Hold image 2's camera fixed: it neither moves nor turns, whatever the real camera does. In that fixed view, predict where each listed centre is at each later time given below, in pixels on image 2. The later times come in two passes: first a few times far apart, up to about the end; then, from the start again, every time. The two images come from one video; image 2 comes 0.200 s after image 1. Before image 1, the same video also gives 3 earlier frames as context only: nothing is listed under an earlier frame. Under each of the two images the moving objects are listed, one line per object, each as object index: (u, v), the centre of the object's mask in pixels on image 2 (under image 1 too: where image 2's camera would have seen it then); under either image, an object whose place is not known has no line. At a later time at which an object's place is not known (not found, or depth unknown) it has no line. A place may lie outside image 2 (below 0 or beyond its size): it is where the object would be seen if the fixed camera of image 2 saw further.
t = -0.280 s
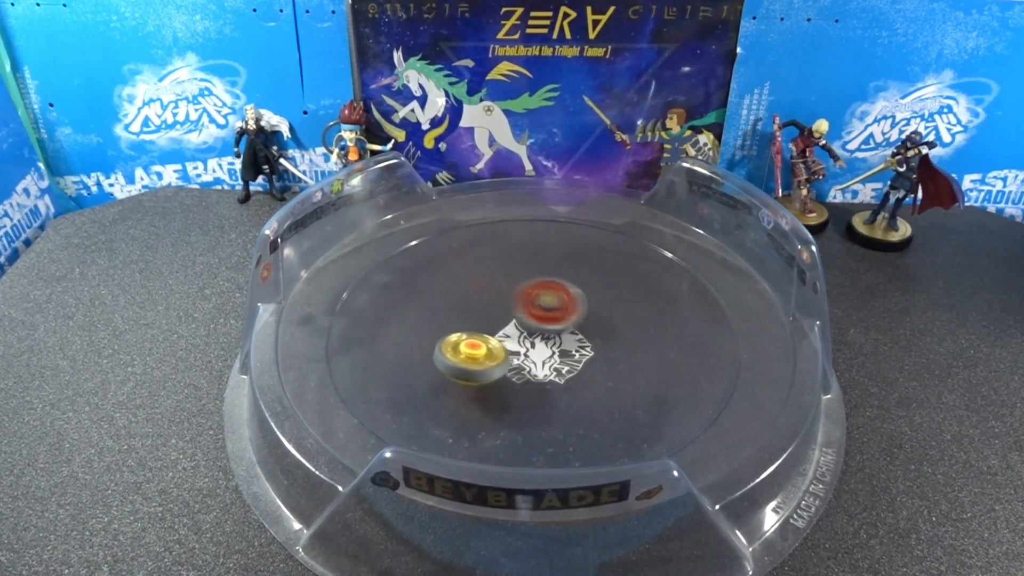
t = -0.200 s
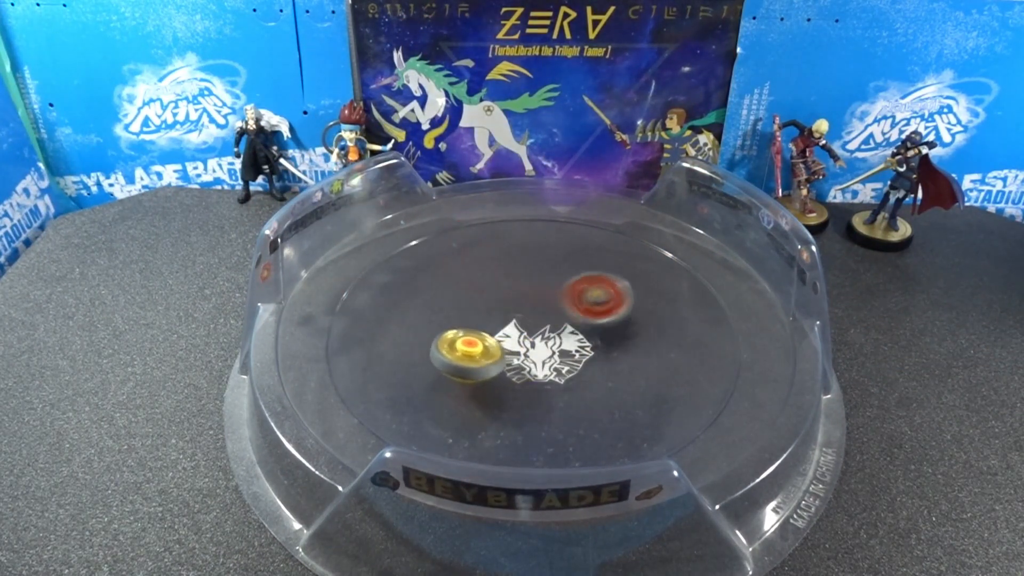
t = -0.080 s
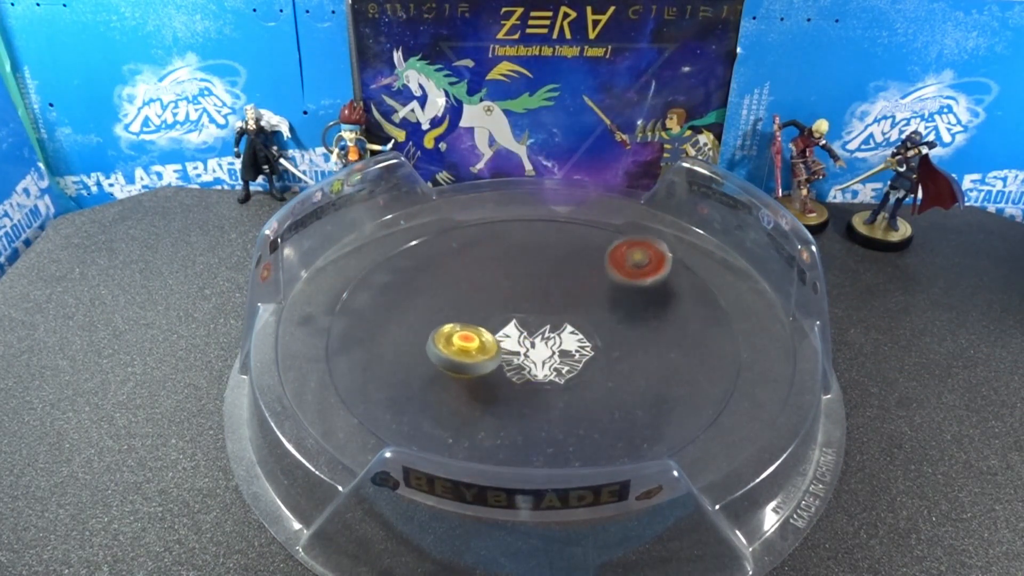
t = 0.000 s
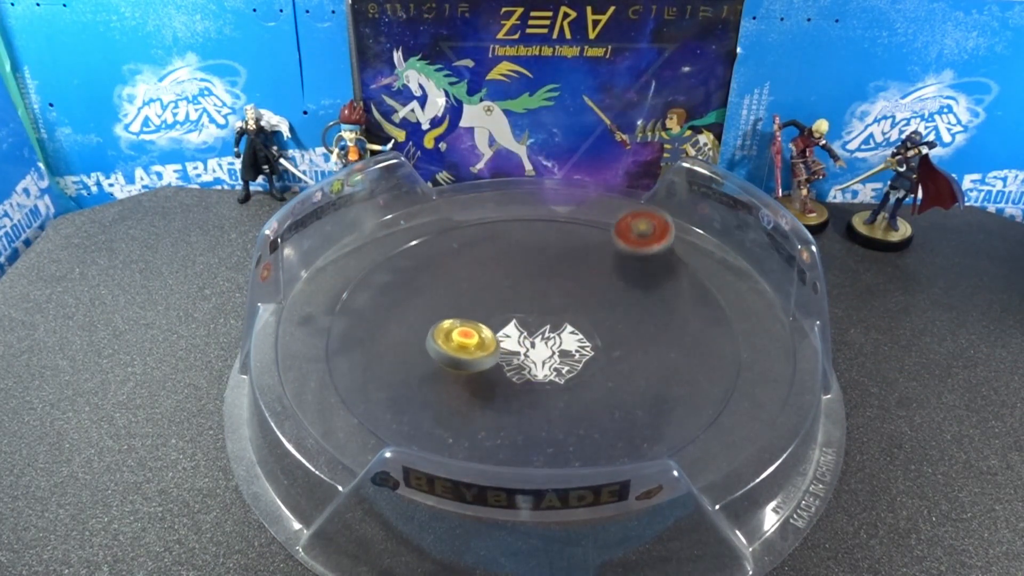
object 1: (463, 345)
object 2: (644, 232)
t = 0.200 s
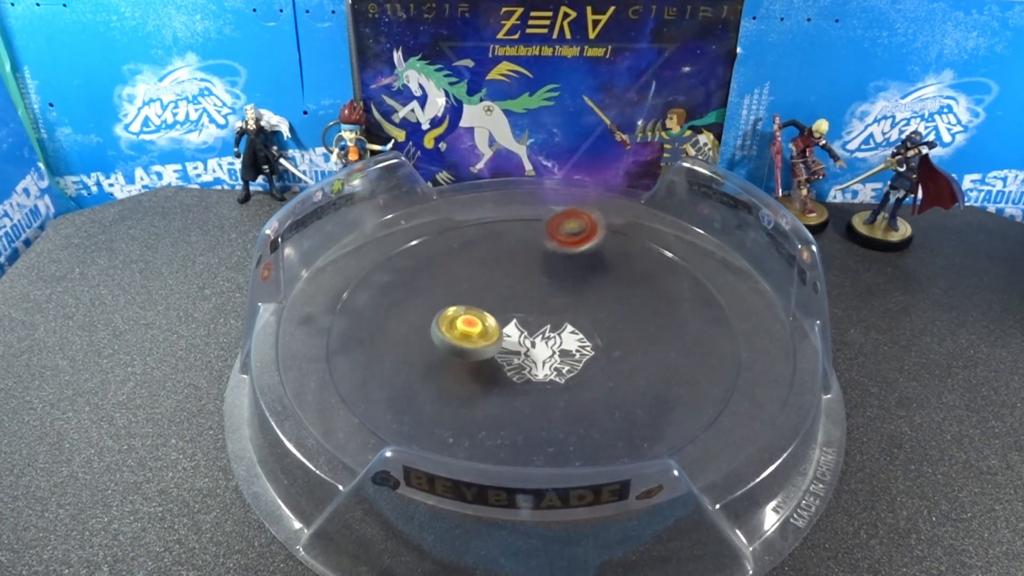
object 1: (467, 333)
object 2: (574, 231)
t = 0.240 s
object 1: (468, 330)
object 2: (556, 242)
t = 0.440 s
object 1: (457, 328)
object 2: (566, 322)
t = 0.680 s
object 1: (477, 322)
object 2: (697, 314)
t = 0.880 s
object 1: (498, 316)
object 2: (672, 263)
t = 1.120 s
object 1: (476, 325)
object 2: (571, 303)
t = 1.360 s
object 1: (501, 340)
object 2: (623, 373)
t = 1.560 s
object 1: (529, 346)
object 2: (680, 326)
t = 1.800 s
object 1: (553, 360)
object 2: (540, 299)
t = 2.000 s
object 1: (576, 366)
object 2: (450, 350)
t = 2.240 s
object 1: (596, 366)
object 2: (546, 418)
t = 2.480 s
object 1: (597, 294)
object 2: (645, 396)
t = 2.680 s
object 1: (558, 270)
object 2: (593, 343)
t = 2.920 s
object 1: (439, 182)
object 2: (510, 439)
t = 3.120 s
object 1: (425, 182)
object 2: (508, 408)
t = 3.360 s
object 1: (425, 182)
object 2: (467, 356)
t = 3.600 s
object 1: (424, 183)
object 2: (386, 344)
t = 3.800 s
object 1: (424, 183)
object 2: (453, 347)
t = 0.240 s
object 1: (468, 330)
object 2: (556, 242)
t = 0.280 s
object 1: (470, 328)
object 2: (540, 258)
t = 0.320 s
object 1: (472, 325)
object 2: (530, 279)
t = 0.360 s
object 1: (472, 324)
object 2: (530, 297)
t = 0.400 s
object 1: (460, 327)
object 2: (547, 309)
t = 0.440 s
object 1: (457, 328)
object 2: (566, 322)
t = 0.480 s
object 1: (459, 327)
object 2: (590, 332)
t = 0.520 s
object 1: (461, 326)
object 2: (615, 336)
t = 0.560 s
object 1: (465, 325)
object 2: (638, 336)
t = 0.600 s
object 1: (469, 324)
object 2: (661, 333)
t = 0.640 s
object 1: (473, 323)
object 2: (680, 325)
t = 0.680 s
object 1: (477, 322)
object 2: (697, 314)
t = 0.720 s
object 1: (481, 321)
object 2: (709, 301)
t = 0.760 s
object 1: (485, 319)
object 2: (716, 288)
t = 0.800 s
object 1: (490, 318)
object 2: (711, 276)
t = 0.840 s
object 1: (494, 317)
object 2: (694, 267)
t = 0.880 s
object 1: (498, 316)
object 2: (672, 263)
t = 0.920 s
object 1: (503, 315)
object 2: (645, 265)
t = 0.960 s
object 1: (507, 314)
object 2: (616, 271)
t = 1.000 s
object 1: (511, 313)
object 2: (589, 281)
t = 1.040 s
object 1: (505, 314)
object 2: (575, 288)
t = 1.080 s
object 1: (487, 320)
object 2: (575, 294)
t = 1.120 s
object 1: (476, 325)
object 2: (571, 303)
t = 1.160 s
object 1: (474, 330)
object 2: (566, 318)
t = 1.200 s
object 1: (478, 332)
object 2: (568, 334)
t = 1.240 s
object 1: (483, 335)
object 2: (575, 350)
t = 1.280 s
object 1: (489, 337)
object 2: (587, 362)
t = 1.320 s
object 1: (495, 339)
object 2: (602, 369)
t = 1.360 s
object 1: (501, 340)
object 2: (623, 373)
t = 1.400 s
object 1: (507, 341)
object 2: (645, 372)
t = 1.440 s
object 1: (513, 343)
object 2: (665, 365)
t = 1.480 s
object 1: (518, 344)
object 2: (680, 355)
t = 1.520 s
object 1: (524, 345)
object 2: (685, 340)
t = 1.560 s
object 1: (529, 346)
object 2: (680, 326)
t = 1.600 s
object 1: (537, 347)
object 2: (664, 314)
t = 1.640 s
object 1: (542, 347)
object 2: (641, 307)
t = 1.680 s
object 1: (548, 348)
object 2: (613, 305)
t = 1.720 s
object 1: (550, 348)
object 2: (586, 305)
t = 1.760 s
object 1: (552, 355)
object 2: (563, 301)
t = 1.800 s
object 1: (553, 360)
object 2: (540, 299)
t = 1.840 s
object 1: (556, 362)
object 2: (517, 302)
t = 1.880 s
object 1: (561, 363)
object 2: (493, 310)
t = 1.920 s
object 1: (567, 364)
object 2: (474, 321)
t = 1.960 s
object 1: (572, 365)
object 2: (460, 334)
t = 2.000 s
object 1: (576, 366)
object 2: (450, 350)
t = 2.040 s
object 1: (581, 366)
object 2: (449, 367)
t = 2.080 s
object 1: (585, 366)
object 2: (454, 383)
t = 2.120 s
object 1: (589, 366)
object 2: (467, 397)
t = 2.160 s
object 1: (591, 366)
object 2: (490, 410)
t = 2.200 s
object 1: (594, 366)
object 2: (517, 417)
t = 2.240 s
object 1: (596, 366)
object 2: (546, 418)
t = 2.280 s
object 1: (598, 364)
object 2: (575, 415)
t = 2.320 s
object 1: (604, 353)
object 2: (596, 415)
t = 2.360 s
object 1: (610, 331)
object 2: (609, 422)
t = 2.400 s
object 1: (610, 314)
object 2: (622, 420)
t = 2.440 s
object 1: (605, 302)
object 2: (636, 410)
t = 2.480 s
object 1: (597, 294)
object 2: (645, 396)
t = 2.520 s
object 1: (589, 291)
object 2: (647, 380)
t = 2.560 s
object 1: (581, 289)
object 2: (641, 364)
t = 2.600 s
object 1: (575, 288)
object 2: (628, 349)
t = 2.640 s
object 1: (568, 288)
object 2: (610, 337)
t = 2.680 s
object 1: (558, 270)
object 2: (593, 343)
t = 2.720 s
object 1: (540, 223)
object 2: (582, 384)
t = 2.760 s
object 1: (520, 178)
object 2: (566, 414)
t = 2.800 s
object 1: (503, 155)
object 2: (549, 438)
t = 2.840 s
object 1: (486, 146)
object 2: (535, 444)
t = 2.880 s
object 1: (463, 158)
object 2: (522, 435)
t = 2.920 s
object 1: (439, 182)
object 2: (510, 439)
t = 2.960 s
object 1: (435, 176)
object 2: (505, 433)
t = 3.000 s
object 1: (429, 179)
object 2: (502, 425)
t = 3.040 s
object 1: (425, 181)
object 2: (502, 418)
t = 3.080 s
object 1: (425, 182)
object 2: (505, 413)
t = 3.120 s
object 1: (425, 182)
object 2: (508, 408)
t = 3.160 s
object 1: (425, 182)
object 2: (509, 403)
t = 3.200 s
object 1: (425, 182)
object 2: (507, 395)
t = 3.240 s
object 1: (425, 182)
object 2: (501, 386)
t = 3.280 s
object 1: (425, 182)
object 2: (492, 376)
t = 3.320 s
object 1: (425, 182)
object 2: (480, 365)
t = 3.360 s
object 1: (425, 182)
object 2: (467, 356)
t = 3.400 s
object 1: (425, 183)
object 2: (454, 349)
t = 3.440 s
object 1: (425, 183)
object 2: (438, 343)
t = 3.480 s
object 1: (425, 183)
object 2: (422, 339)
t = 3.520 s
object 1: (424, 183)
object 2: (405, 337)
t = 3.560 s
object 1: (424, 183)
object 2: (393, 339)
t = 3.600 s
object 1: (424, 183)
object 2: (386, 344)
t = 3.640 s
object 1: (424, 183)
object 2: (389, 350)
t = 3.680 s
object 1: (424, 183)
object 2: (401, 355)
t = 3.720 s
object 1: (424, 183)
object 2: (417, 356)
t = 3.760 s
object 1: (424, 183)
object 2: (437, 354)
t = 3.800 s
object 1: (424, 183)
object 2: (453, 347)
